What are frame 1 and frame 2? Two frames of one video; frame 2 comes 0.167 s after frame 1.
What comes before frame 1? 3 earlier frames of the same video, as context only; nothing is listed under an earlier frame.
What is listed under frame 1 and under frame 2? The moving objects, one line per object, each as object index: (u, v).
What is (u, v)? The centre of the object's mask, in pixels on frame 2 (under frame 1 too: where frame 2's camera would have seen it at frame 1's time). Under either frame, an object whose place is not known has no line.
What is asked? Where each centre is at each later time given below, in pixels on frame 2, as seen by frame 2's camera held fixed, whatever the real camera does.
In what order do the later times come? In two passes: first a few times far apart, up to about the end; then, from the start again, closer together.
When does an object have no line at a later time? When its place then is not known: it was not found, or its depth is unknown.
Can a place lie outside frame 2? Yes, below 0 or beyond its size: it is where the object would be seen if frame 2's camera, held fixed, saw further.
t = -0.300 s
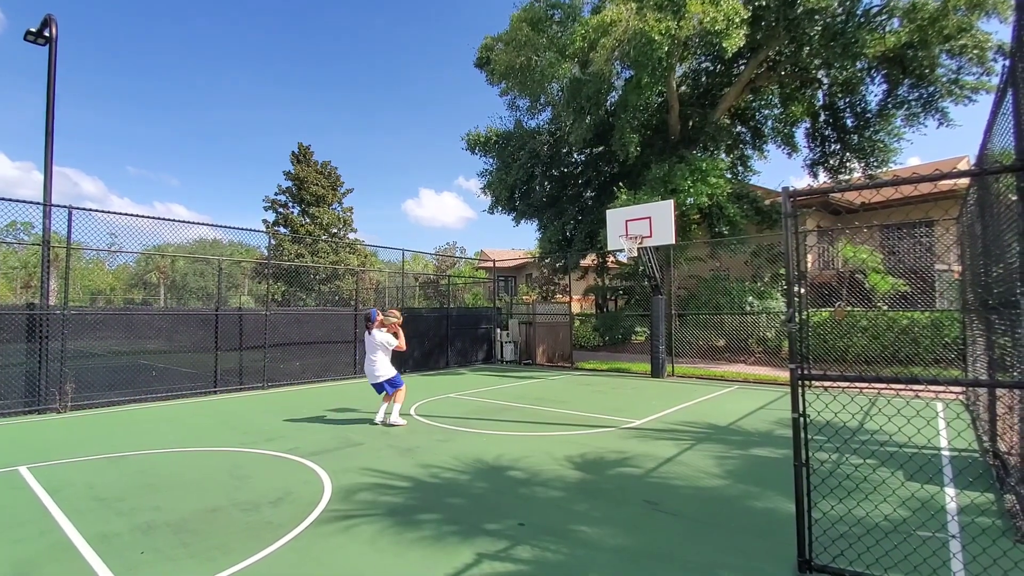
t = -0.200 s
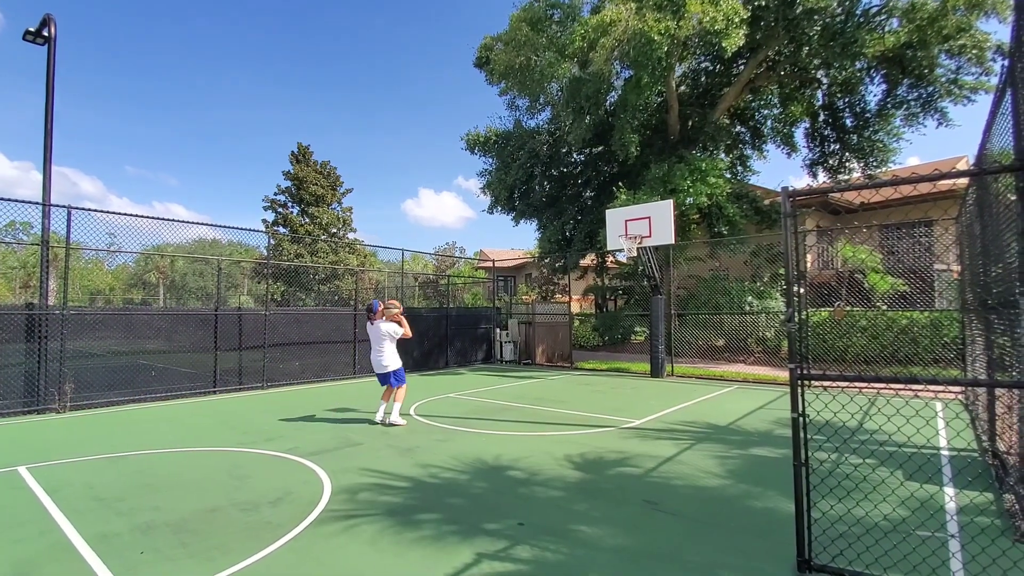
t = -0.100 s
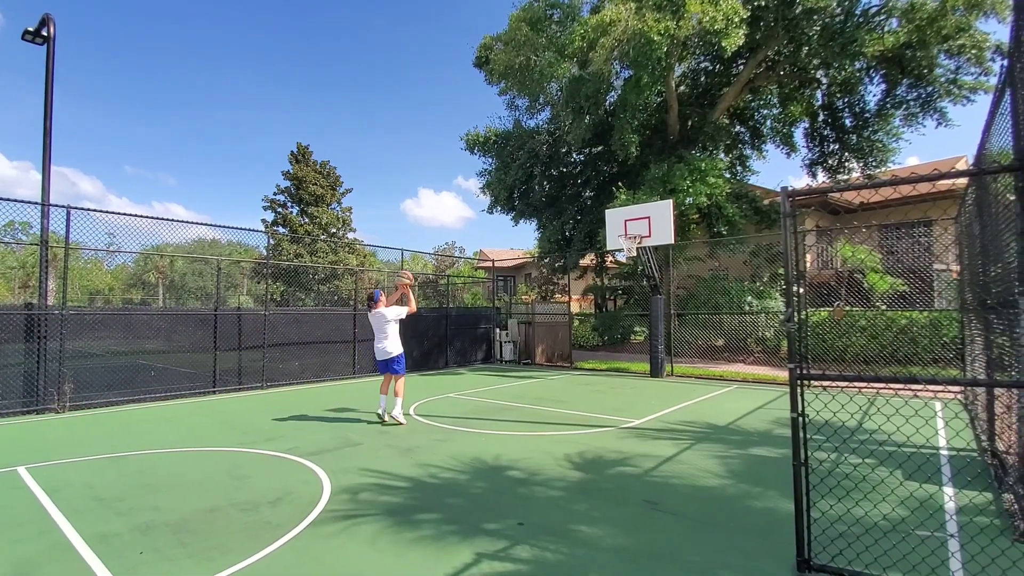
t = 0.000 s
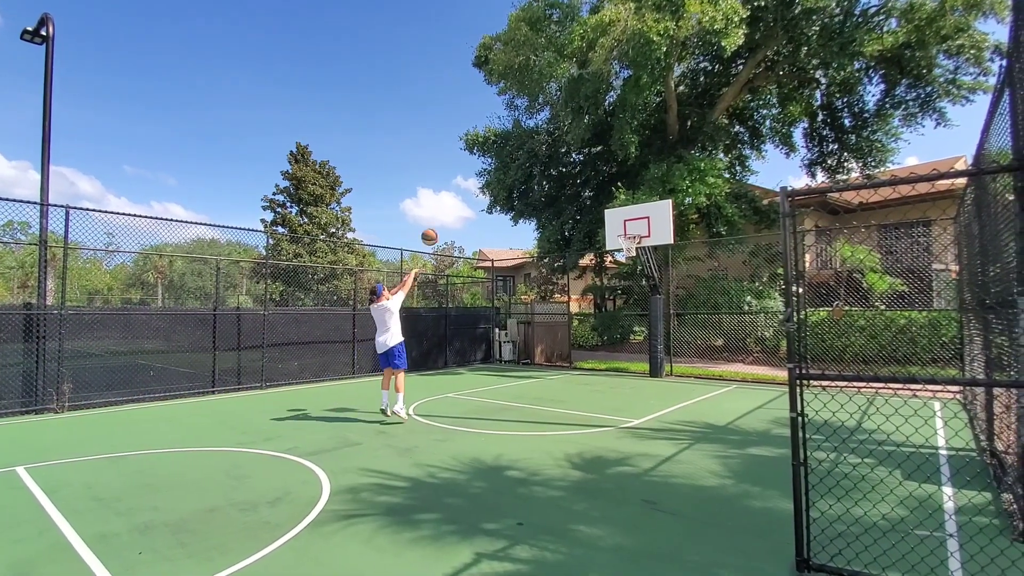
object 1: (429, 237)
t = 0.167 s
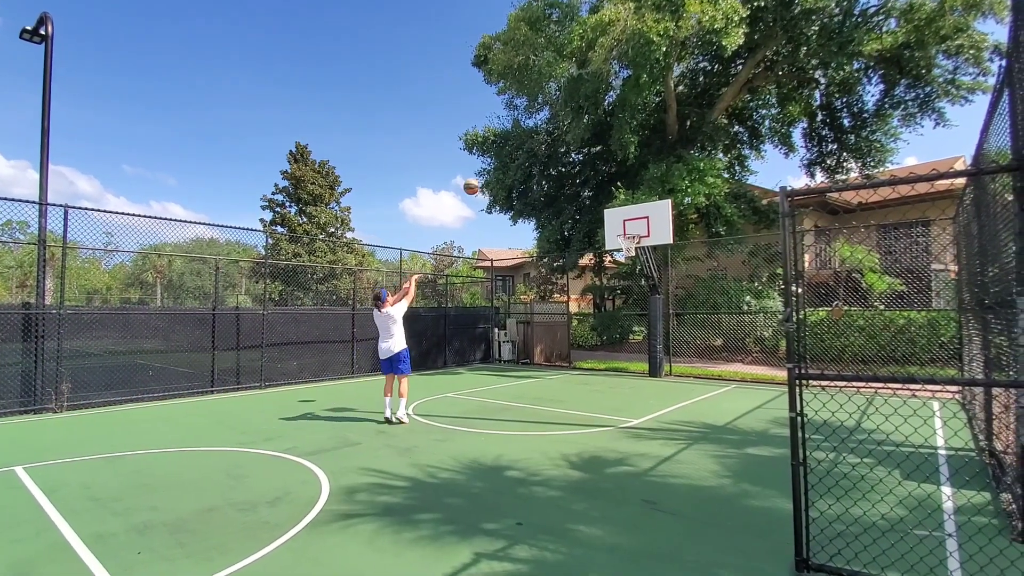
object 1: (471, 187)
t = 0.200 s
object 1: (479, 180)
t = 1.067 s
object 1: (625, 219)
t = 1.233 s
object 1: (629, 246)
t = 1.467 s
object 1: (621, 242)
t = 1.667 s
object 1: (625, 254)
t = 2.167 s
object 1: (636, 368)
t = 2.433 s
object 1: (641, 325)
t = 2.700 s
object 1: (646, 291)
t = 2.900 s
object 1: (650, 289)
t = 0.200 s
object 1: (479, 180)
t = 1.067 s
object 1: (625, 219)
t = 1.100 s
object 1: (629, 227)
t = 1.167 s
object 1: (631, 245)
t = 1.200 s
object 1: (630, 243)
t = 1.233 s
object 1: (629, 246)
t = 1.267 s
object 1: (622, 245)
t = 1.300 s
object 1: (620, 245)
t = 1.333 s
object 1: (620, 243)
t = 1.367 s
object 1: (620, 243)
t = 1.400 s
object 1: (621, 242)
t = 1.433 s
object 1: (621, 241)
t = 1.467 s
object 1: (621, 242)
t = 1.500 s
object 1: (621, 243)
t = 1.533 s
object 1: (621, 245)
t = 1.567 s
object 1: (622, 246)
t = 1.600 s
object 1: (623, 247)
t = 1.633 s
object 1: (624, 250)
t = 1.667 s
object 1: (625, 254)
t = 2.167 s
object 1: (636, 368)
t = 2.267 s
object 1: (638, 363)
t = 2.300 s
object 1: (639, 354)
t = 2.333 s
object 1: (639, 346)
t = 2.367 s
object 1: (640, 338)
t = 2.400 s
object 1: (640, 331)
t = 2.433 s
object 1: (641, 325)
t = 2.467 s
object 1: (642, 319)
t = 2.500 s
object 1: (642, 313)
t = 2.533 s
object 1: (643, 308)
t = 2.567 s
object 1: (644, 304)
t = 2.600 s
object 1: (644, 300)
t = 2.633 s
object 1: (645, 296)
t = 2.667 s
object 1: (645, 293)
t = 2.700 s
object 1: (646, 291)
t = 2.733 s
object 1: (647, 289)
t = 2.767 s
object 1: (648, 288)
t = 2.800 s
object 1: (648, 288)
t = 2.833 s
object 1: (649, 288)
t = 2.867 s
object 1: (649, 288)
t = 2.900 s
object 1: (650, 289)
